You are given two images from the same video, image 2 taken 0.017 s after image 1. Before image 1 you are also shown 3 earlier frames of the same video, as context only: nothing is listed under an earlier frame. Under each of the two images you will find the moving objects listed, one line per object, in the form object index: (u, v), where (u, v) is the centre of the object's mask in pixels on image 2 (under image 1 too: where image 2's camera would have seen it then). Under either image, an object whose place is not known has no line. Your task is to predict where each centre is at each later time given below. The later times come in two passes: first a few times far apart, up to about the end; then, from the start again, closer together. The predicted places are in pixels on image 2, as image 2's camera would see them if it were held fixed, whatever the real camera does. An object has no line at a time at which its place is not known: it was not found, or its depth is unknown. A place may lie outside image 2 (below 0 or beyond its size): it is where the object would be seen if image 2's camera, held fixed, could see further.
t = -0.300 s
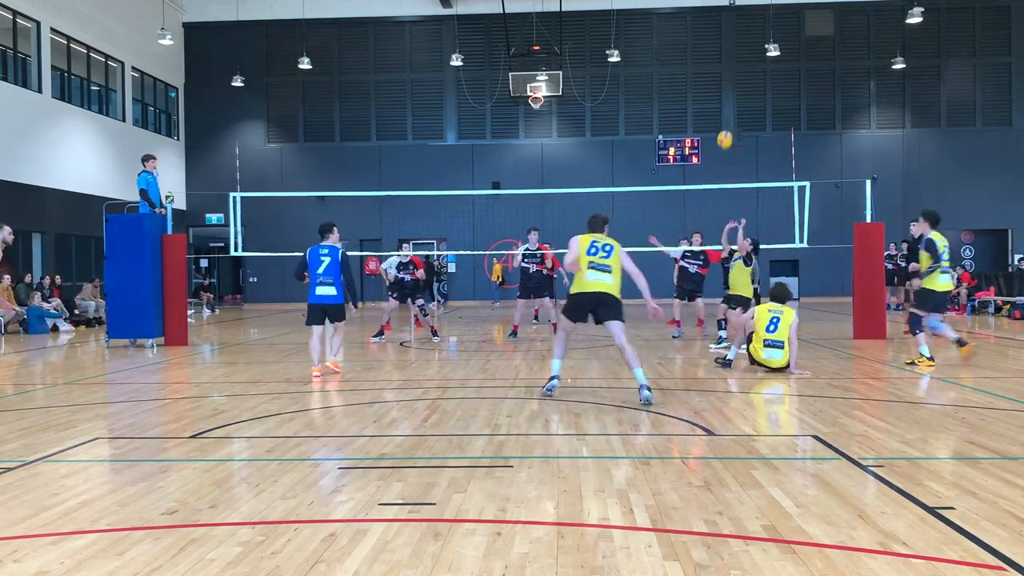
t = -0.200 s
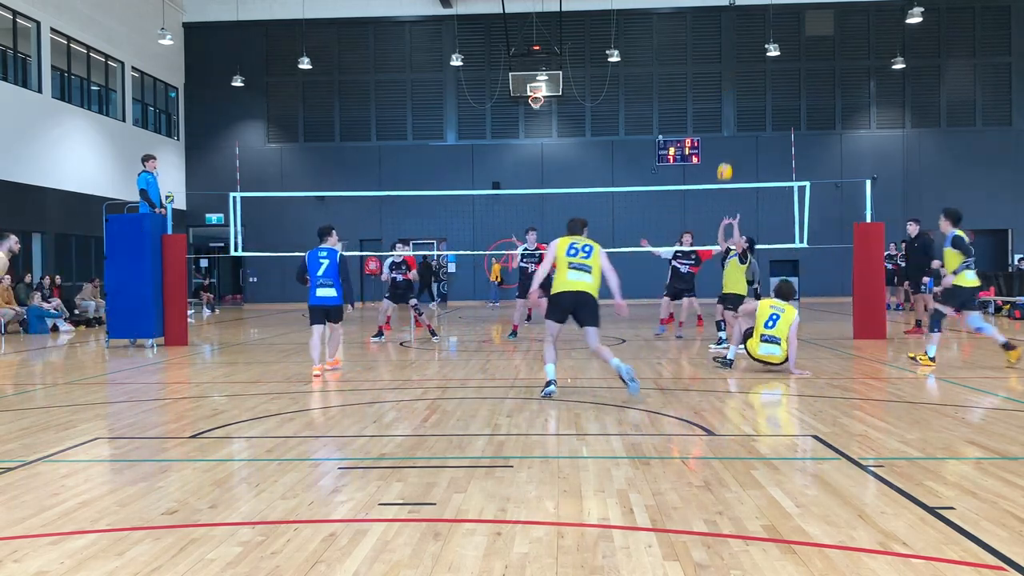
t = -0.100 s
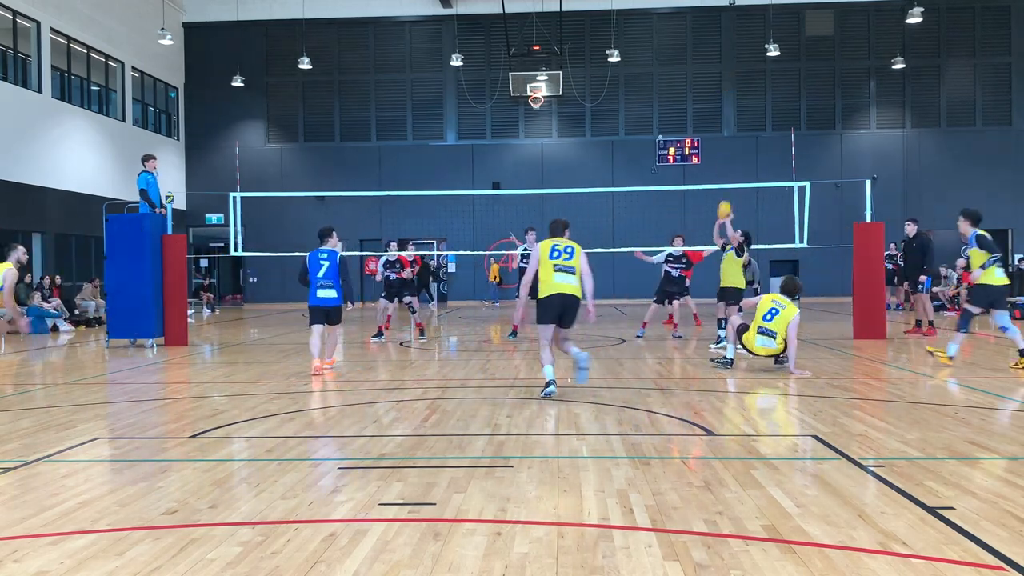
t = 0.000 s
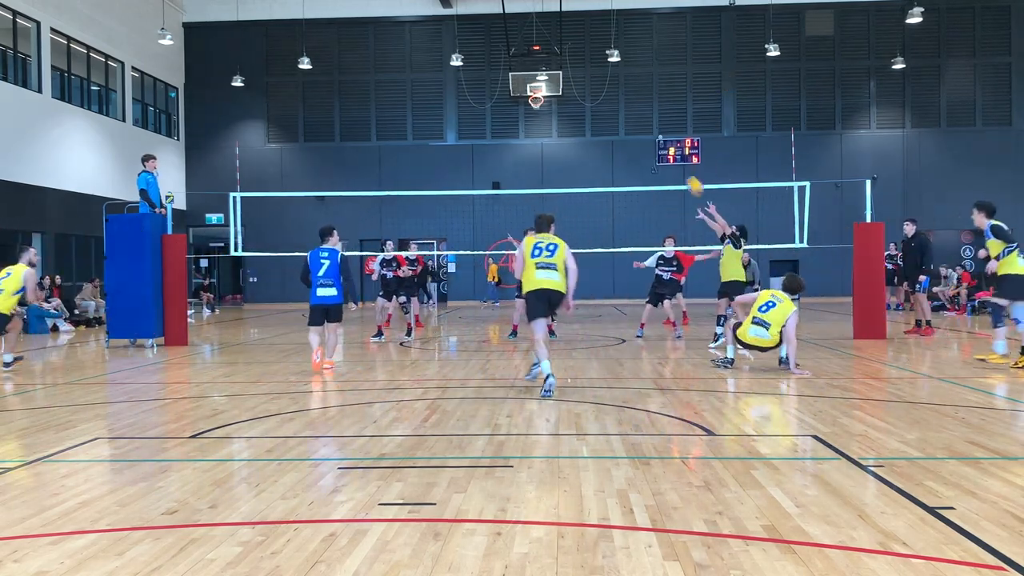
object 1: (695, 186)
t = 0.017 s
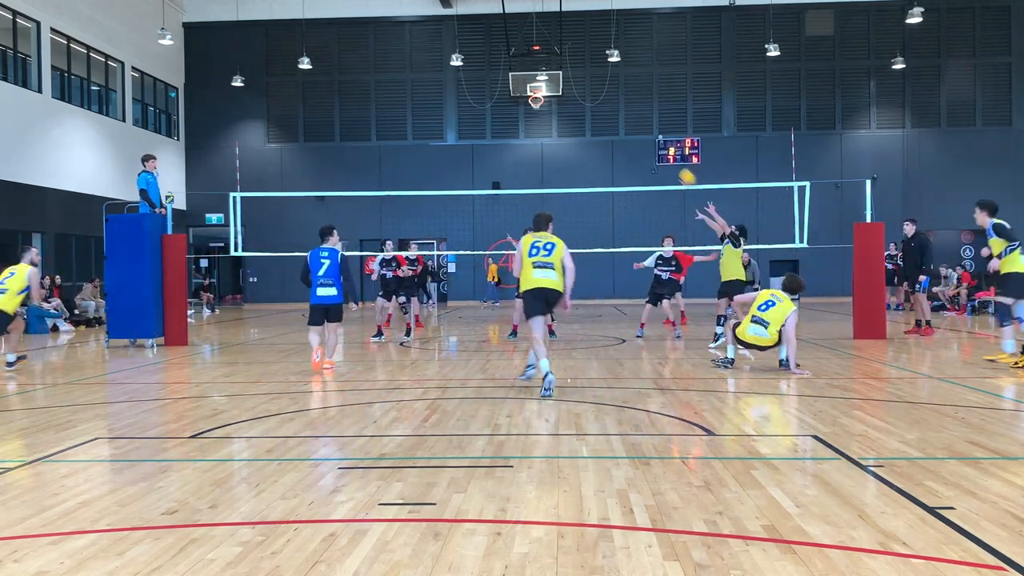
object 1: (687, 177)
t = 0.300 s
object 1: (570, 79)
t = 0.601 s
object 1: (459, 34)
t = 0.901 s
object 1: (359, 52)
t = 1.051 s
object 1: (312, 82)
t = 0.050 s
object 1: (672, 164)
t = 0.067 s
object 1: (664, 157)
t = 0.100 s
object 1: (649, 143)
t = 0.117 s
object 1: (643, 137)
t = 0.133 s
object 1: (636, 130)
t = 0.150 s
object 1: (630, 125)
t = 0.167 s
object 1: (623, 118)
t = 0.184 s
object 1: (616, 113)
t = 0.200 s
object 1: (610, 107)
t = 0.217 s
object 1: (602, 102)
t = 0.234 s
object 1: (595, 97)
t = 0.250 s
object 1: (589, 92)
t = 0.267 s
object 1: (583, 88)
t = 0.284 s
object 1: (576, 83)
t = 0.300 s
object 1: (570, 79)
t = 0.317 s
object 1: (564, 75)
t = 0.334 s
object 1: (557, 70)
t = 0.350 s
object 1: (550, 67)
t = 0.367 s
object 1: (544, 63)
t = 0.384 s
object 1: (538, 60)
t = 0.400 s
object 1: (532, 57)
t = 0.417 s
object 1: (526, 54)
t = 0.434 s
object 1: (519, 51)
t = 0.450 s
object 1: (513, 48)
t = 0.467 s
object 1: (507, 46)
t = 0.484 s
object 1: (501, 44)
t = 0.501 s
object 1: (495, 41)
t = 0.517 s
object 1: (489, 40)
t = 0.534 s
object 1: (483, 38)
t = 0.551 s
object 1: (477, 37)
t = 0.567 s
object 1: (471, 35)
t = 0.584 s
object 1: (465, 34)
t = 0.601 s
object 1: (459, 34)
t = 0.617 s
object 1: (454, 33)
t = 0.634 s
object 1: (448, 33)
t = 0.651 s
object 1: (442, 33)
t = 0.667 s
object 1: (436, 33)
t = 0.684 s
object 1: (431, 33)
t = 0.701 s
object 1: (425, 33)
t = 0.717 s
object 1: (419, 34)
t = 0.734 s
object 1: (413, 34)
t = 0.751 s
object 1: (408, 35)
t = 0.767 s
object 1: (402, 36)
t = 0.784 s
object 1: (397, 38)
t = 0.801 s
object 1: (391, 39)
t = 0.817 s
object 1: (386, 41)
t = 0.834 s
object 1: (380, 43)
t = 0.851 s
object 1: (375, 45)
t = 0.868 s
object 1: (370, 47)
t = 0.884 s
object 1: (364, 49)
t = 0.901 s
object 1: (359, 52)
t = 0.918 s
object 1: (354, 55)
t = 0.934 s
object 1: (348, 58)
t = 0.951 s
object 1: (343, 60)
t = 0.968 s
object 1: (338, 64)
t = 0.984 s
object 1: (333, 67)
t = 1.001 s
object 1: (328, 71)
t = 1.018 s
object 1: (322, 75)
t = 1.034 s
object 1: (317, 78)
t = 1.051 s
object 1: (312, 82)
